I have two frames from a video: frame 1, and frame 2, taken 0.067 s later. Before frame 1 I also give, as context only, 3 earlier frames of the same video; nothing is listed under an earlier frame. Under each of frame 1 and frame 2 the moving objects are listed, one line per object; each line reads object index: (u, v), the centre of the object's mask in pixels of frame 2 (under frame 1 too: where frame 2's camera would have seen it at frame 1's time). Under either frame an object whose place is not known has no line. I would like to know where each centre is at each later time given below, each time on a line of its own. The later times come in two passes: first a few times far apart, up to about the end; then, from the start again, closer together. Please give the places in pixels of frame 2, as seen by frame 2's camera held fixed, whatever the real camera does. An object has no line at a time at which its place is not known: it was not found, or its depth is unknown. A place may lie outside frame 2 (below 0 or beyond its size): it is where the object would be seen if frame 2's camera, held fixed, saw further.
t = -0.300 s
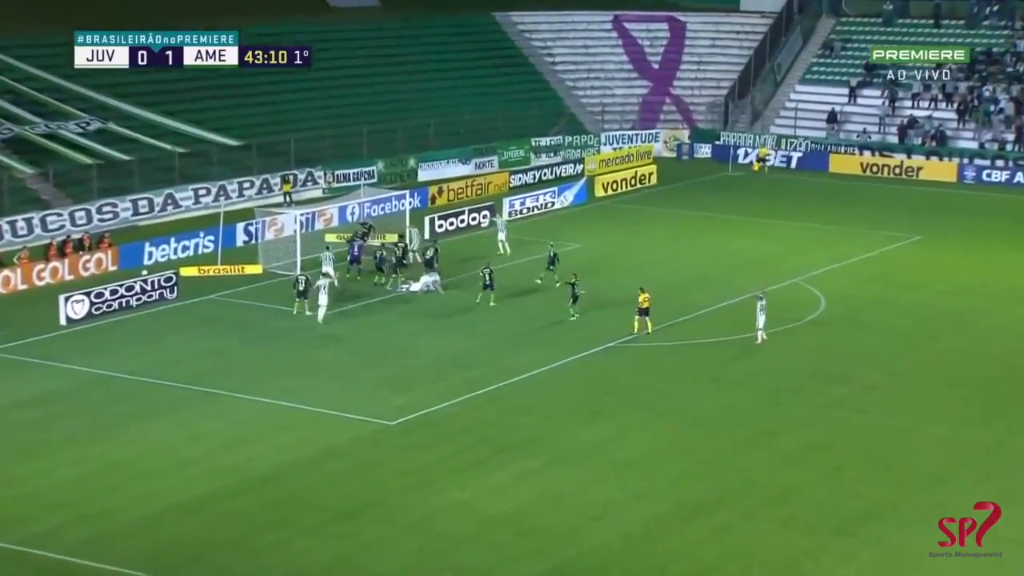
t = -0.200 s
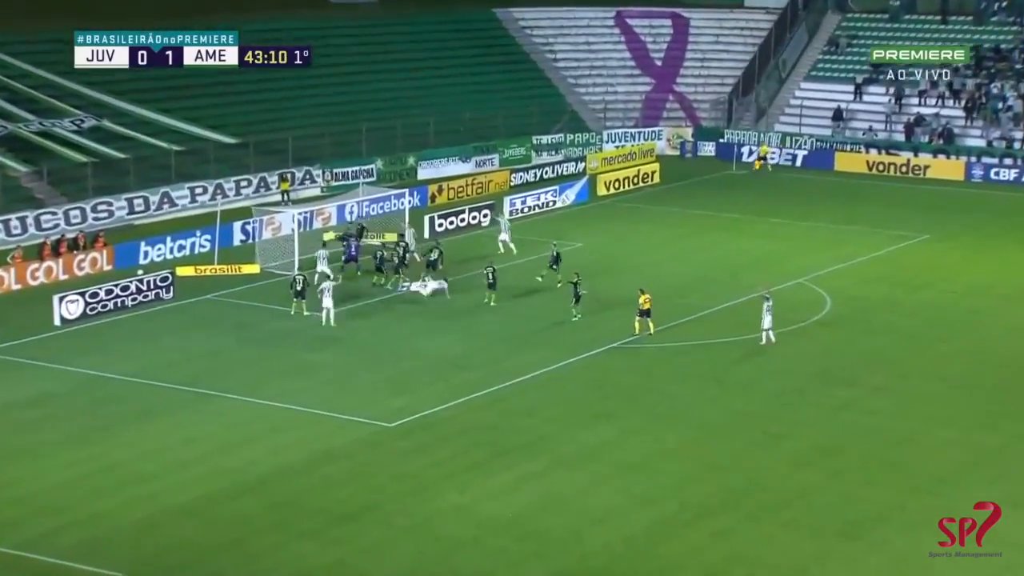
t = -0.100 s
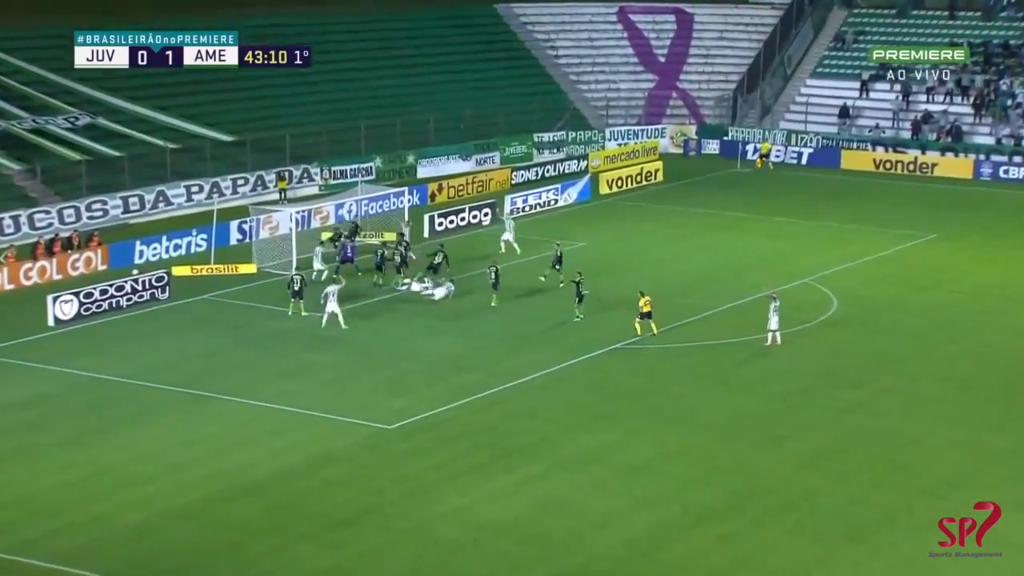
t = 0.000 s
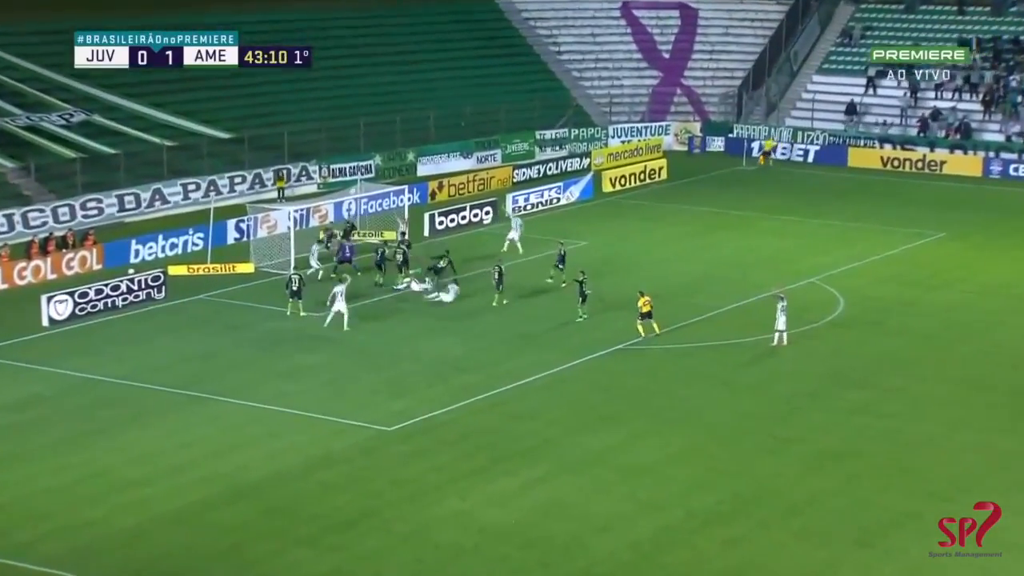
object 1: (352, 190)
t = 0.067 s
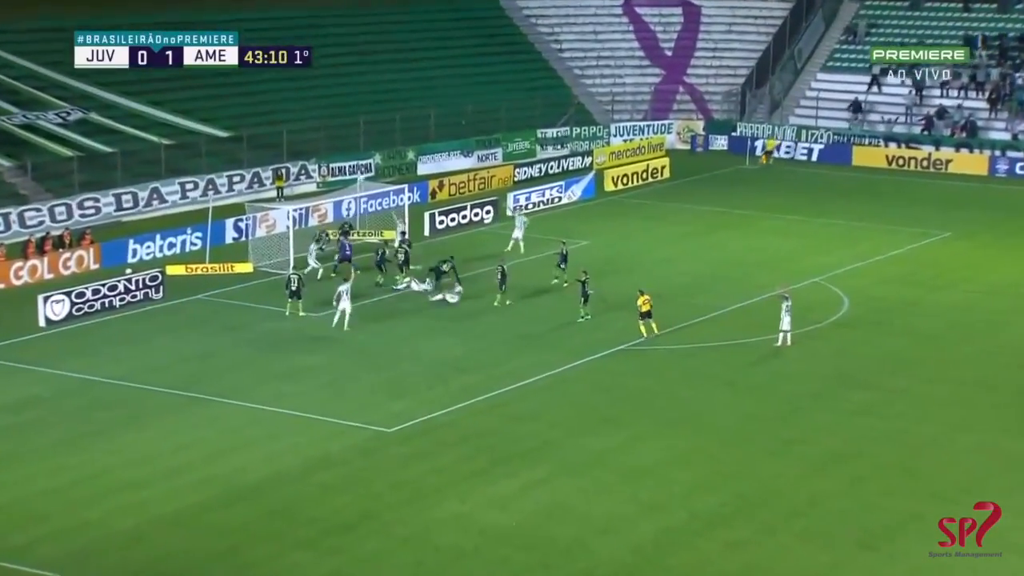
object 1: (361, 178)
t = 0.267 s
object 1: (388, 143)
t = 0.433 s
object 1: (413, 120)
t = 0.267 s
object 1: (388, 143)
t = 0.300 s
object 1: (393, 138)
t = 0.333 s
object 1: (398, 133)
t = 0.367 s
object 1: (403, 128)
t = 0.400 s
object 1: (408, 124)
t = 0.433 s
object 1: (413, 120)
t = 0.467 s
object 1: (418, 116)
